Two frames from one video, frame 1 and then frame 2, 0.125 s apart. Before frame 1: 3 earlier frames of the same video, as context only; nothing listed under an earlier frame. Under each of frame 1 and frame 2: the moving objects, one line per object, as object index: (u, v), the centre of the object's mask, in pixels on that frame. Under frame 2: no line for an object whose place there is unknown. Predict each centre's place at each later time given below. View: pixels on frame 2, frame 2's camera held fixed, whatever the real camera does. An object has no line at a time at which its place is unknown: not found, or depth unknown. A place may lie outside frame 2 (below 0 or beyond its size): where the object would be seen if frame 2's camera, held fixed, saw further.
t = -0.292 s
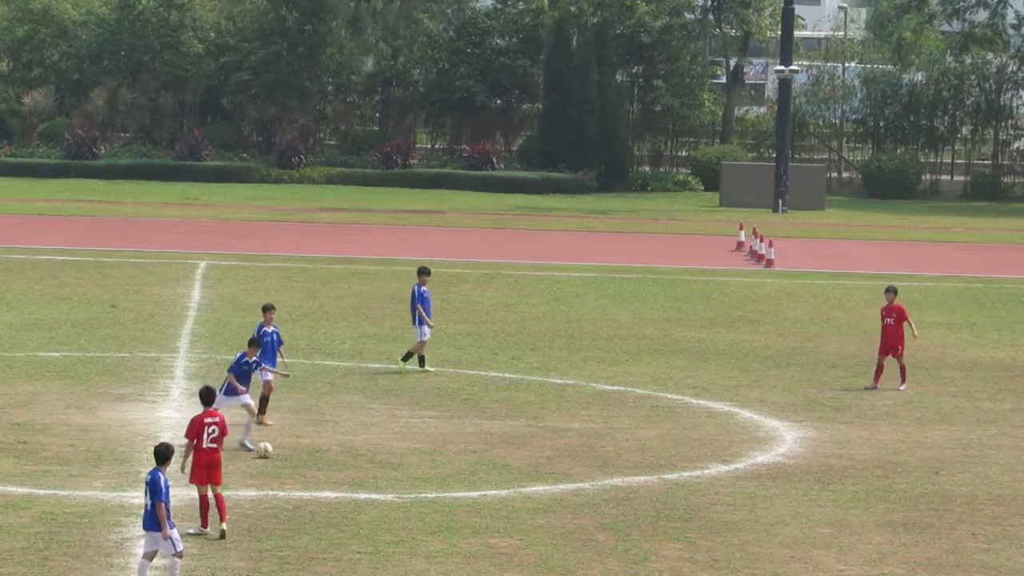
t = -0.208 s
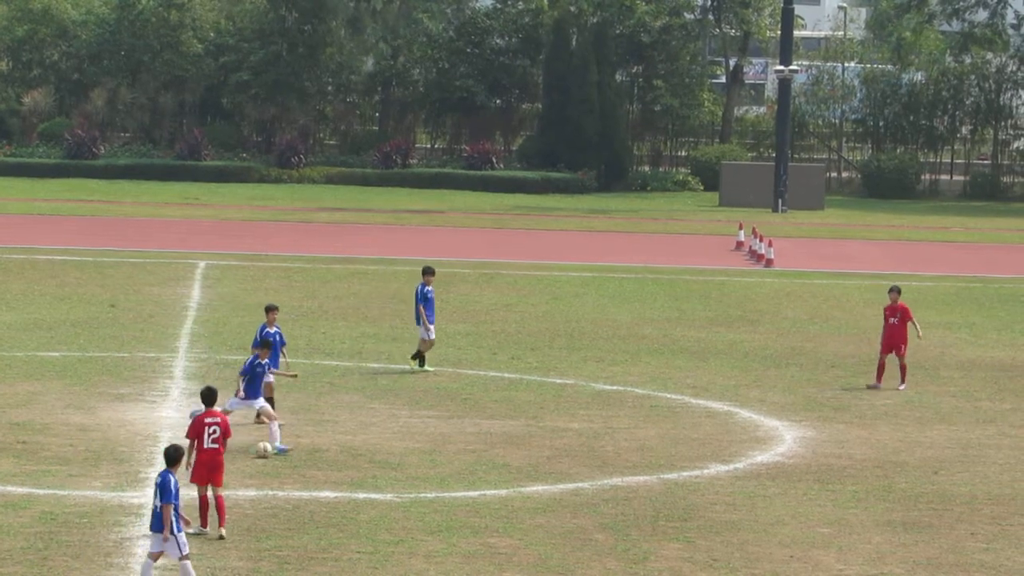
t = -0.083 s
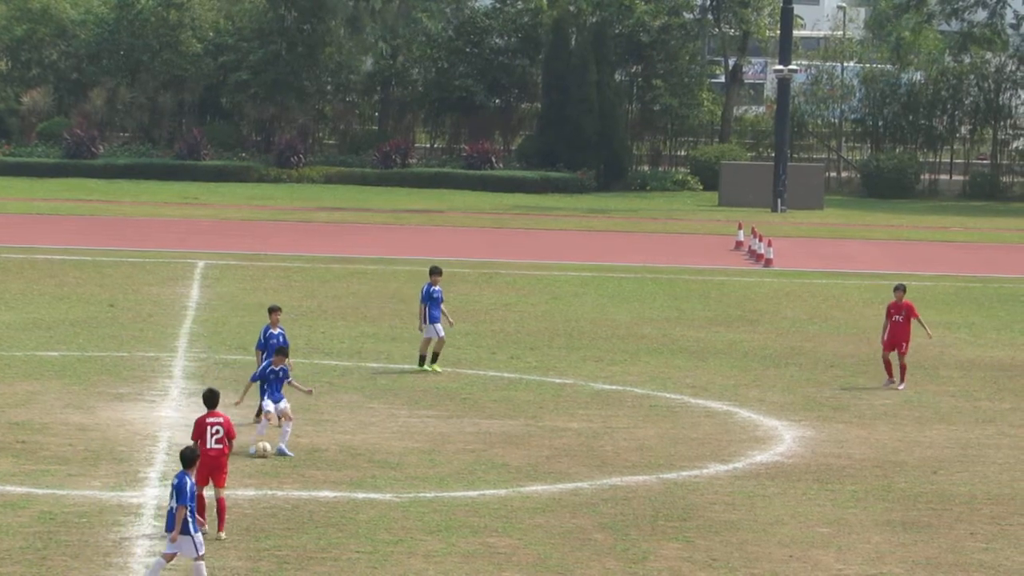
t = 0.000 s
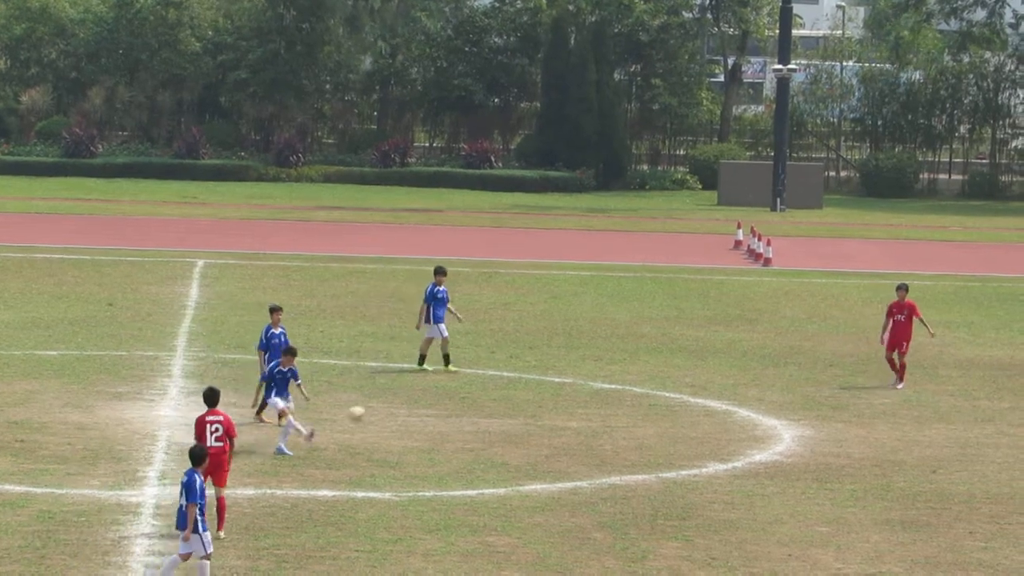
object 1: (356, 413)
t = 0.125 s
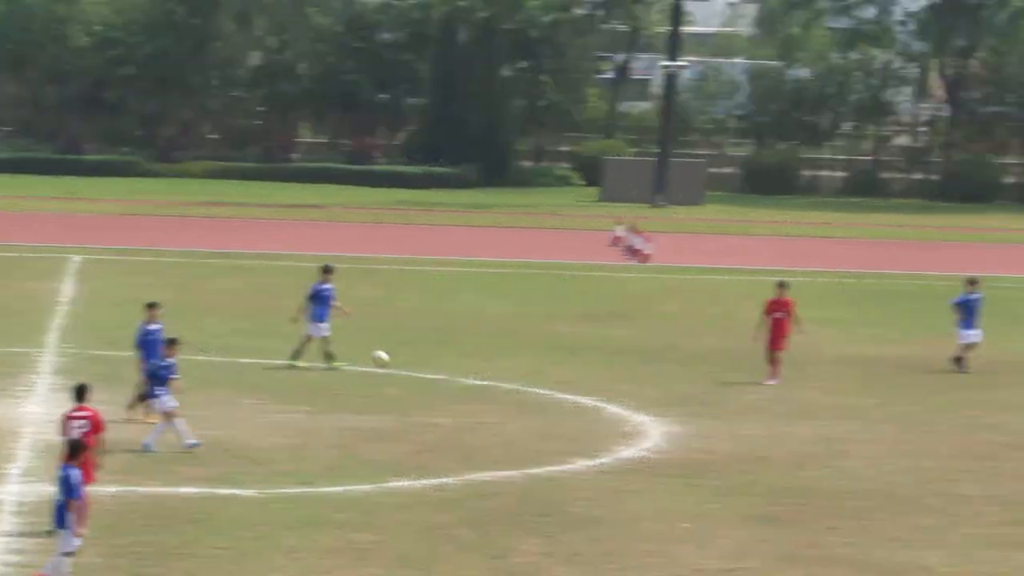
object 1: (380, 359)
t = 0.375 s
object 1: (693, 276)
